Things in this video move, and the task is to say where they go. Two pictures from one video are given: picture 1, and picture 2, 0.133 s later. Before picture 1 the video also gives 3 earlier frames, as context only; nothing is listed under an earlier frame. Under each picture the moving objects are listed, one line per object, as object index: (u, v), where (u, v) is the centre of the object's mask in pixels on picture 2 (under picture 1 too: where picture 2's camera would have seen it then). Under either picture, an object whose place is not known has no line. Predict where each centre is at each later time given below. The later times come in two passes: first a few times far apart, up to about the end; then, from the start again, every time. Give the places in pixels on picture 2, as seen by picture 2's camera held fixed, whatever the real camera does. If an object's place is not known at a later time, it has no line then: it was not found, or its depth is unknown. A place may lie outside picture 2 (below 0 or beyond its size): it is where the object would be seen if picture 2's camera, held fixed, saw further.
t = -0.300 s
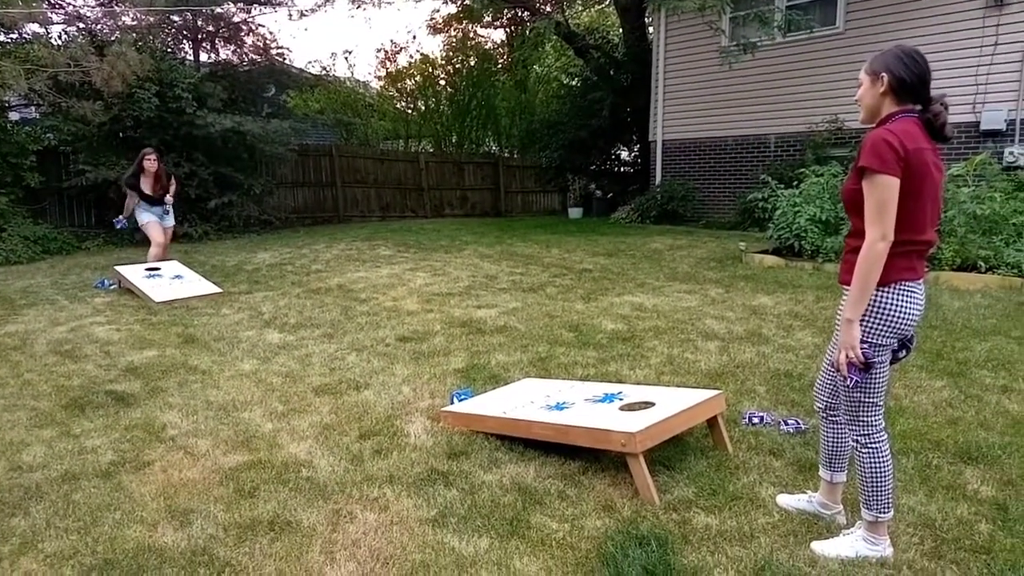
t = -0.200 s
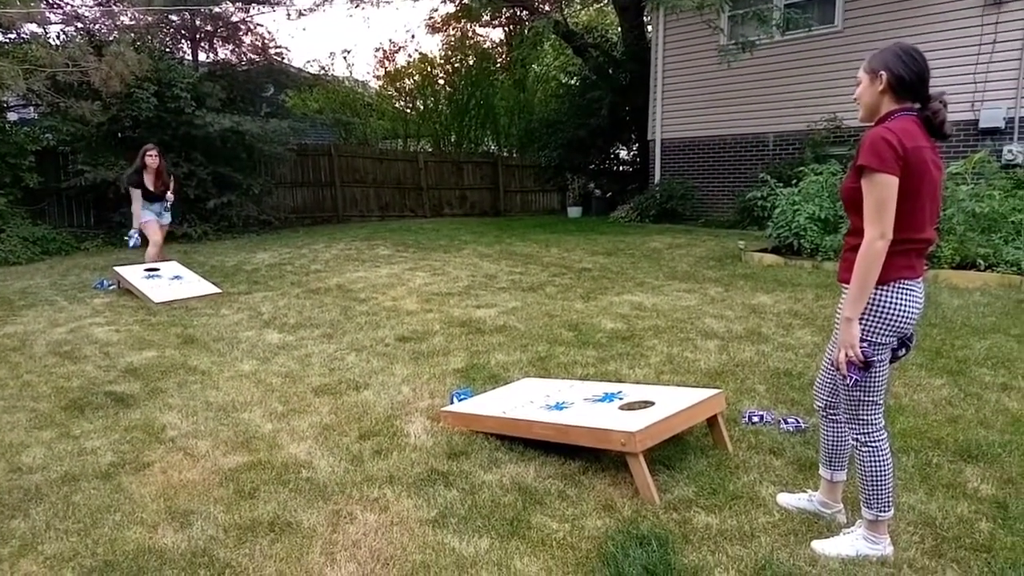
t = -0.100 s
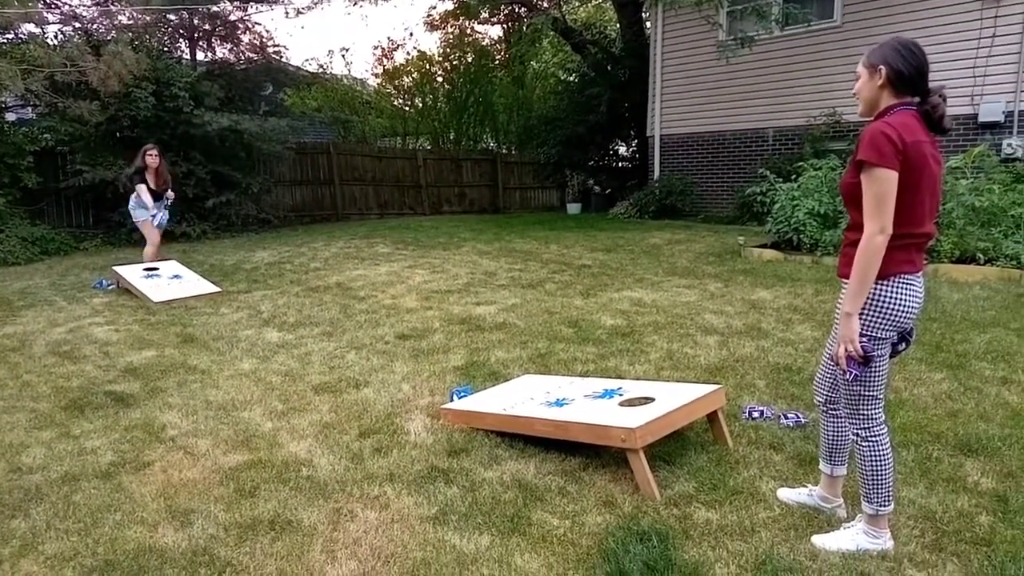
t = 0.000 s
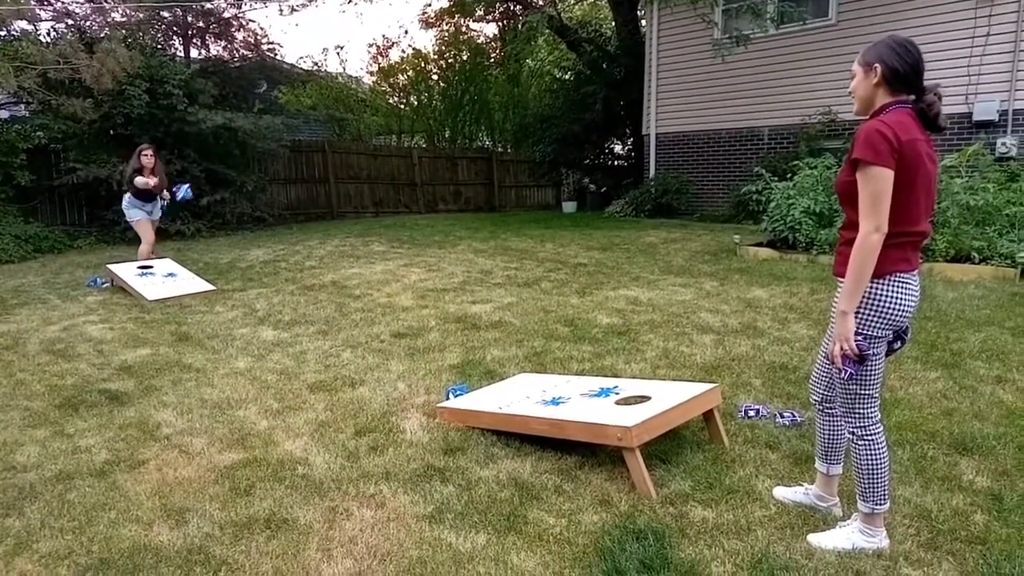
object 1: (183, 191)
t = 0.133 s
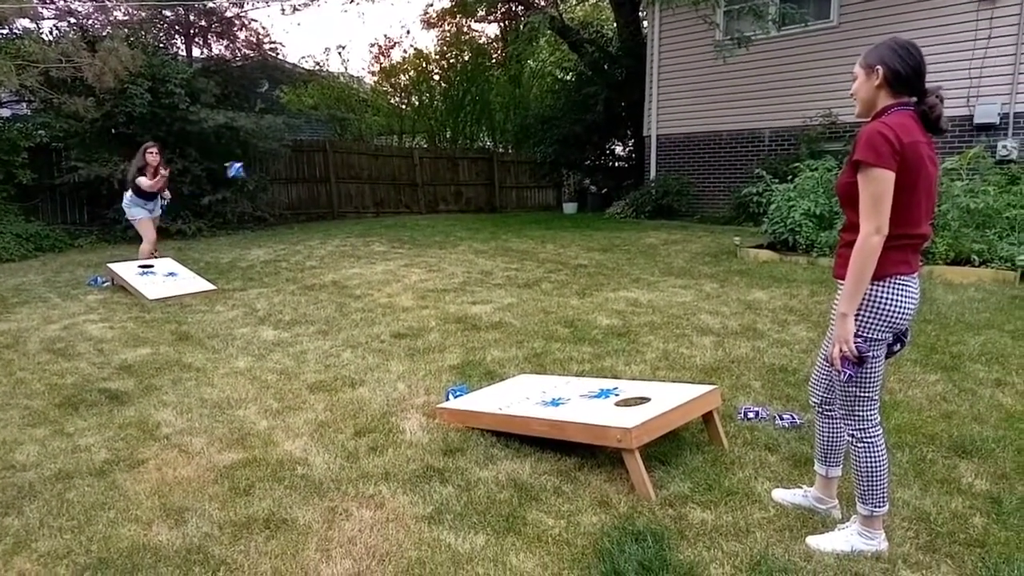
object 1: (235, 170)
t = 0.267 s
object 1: (301, 168)
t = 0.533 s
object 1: (505, 273)
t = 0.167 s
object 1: (251, 168)
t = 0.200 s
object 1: (267, 166)
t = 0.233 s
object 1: (284, 167)
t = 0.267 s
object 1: (301, 168)
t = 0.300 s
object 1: (321, 172)
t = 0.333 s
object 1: (342, 179)
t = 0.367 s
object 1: (365, 188)
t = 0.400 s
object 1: (390, 197)
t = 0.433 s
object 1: (415, 210)
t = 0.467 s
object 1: (444, 228)
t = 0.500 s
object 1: (472, 249)
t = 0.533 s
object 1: (505, 273)
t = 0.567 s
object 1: (538, 302)
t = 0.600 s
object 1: (575, 335)
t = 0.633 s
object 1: (615, 372)
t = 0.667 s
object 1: (646, 385)
